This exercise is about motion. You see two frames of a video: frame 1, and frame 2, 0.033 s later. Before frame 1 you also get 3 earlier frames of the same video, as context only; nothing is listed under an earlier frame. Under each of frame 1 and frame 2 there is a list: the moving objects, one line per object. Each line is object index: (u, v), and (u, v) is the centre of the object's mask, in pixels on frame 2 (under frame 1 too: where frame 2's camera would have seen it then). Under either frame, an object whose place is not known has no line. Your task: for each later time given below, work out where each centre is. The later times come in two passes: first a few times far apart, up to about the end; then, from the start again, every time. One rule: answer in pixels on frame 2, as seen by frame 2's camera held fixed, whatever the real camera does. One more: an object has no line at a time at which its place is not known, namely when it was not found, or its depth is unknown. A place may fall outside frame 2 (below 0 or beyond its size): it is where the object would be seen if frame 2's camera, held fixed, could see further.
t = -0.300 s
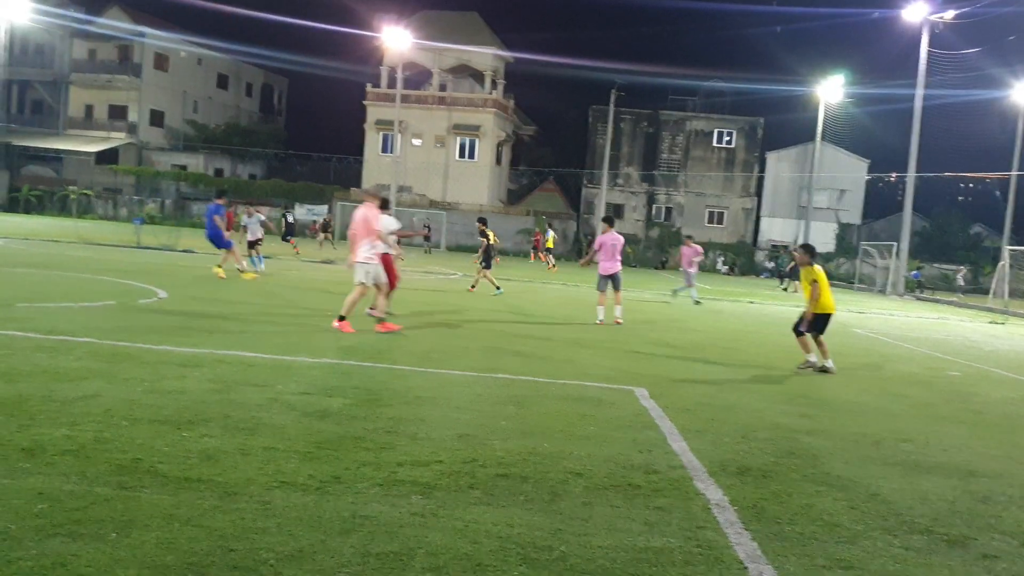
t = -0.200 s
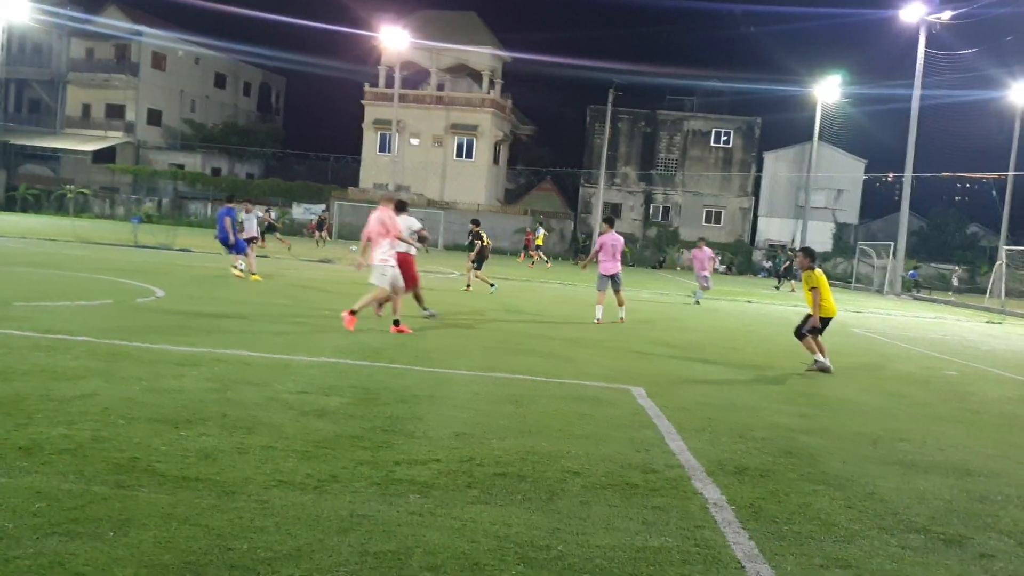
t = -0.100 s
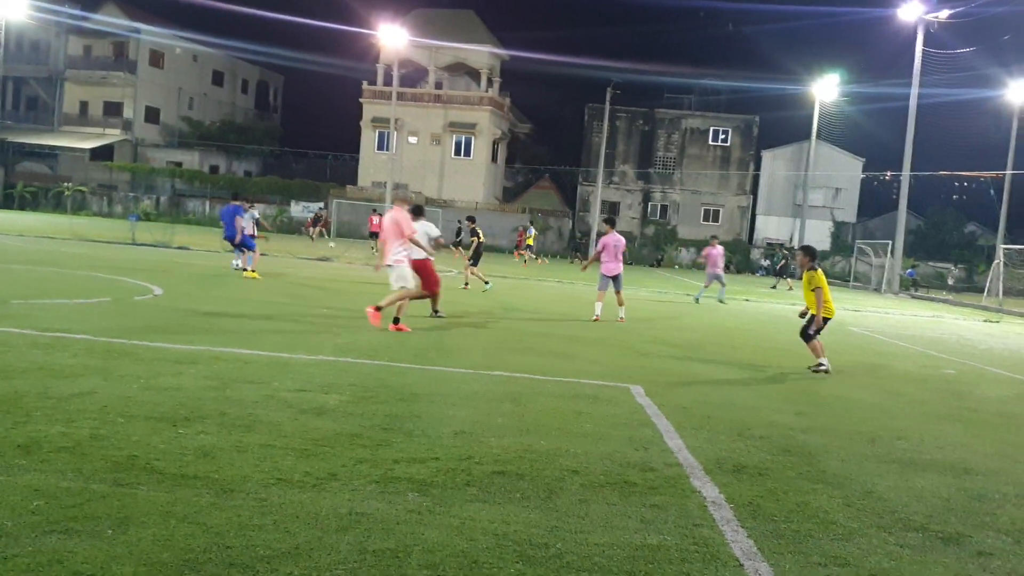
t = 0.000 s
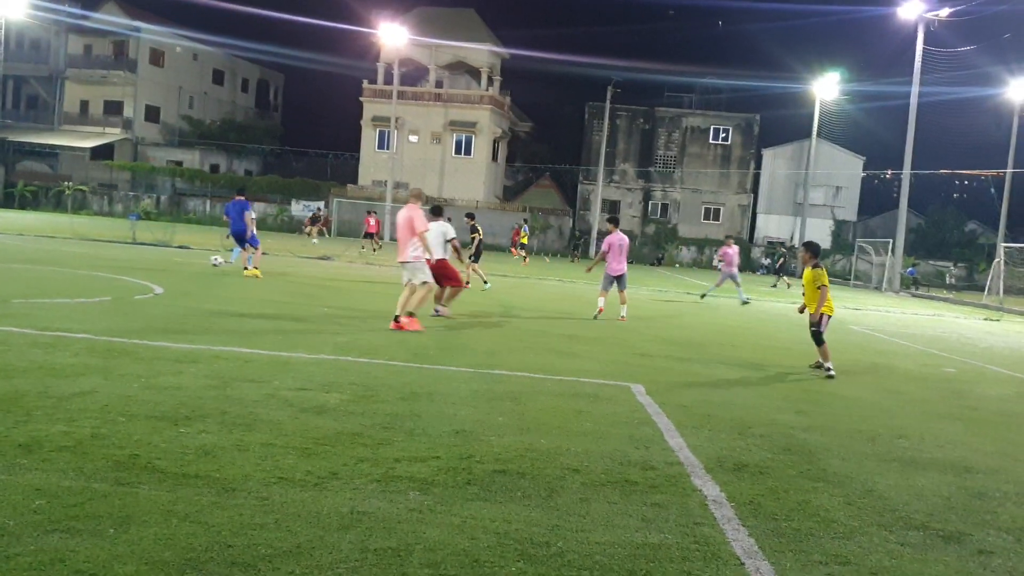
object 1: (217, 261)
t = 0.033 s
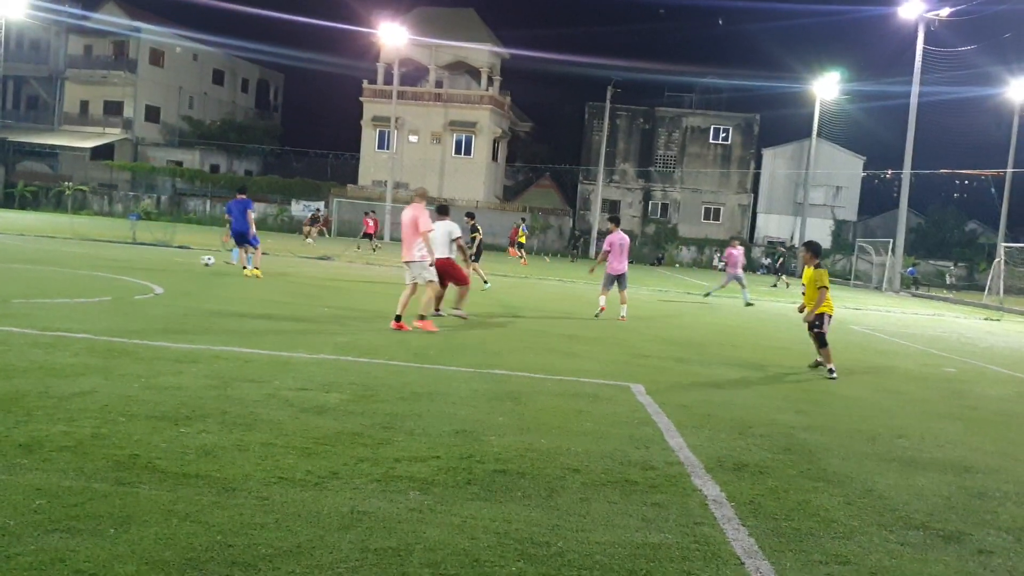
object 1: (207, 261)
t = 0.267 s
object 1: (138, 270)
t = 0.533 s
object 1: (47, 278)
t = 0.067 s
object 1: (198, 261)
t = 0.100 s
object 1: (189, 262)
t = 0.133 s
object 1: (179, 263)
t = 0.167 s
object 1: (168, 266)
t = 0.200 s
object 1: (158, 269)
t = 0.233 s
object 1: (148, 271)
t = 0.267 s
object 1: (138, 270)
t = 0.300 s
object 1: (128, 269)
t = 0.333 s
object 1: (118, 269)
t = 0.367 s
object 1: (107, 269)
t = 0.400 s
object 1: (95, 271)
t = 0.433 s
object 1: (83, 273)
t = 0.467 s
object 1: (70, 277)
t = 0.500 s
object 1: (58, 280)
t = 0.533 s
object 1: (47, 278)
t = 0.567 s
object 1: (35, 278)
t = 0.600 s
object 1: (22, 279)
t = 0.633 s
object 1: (8, 280)
